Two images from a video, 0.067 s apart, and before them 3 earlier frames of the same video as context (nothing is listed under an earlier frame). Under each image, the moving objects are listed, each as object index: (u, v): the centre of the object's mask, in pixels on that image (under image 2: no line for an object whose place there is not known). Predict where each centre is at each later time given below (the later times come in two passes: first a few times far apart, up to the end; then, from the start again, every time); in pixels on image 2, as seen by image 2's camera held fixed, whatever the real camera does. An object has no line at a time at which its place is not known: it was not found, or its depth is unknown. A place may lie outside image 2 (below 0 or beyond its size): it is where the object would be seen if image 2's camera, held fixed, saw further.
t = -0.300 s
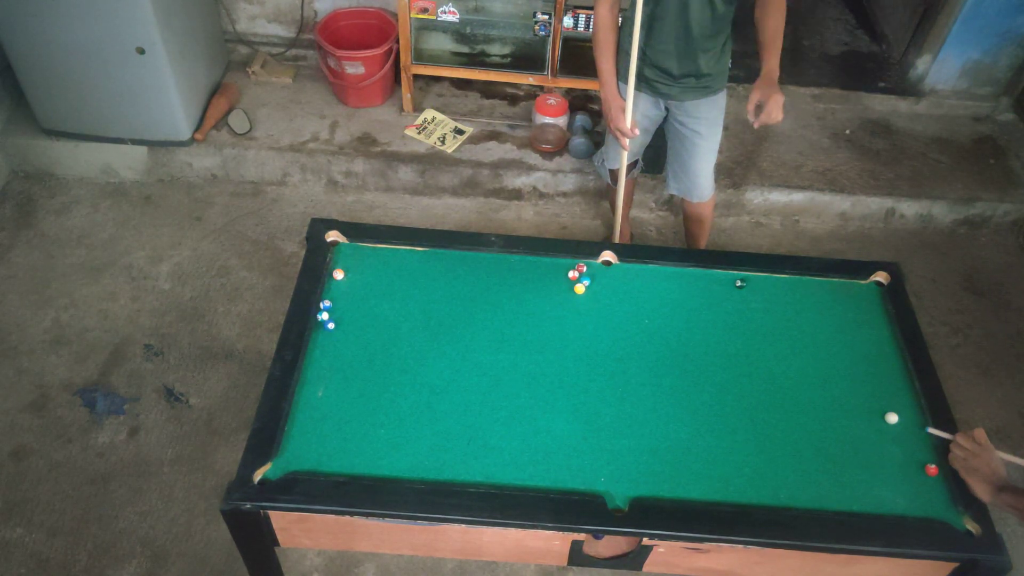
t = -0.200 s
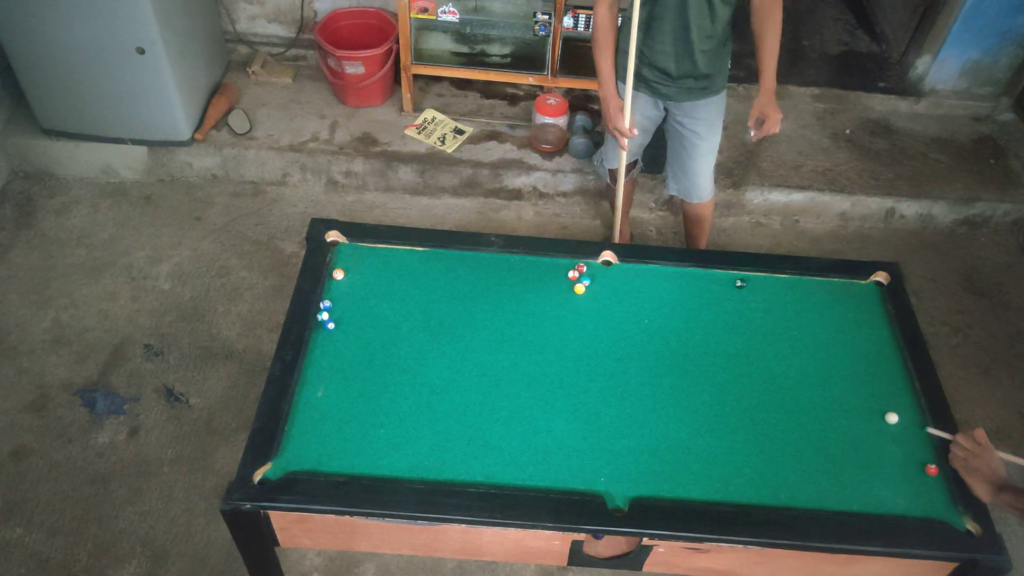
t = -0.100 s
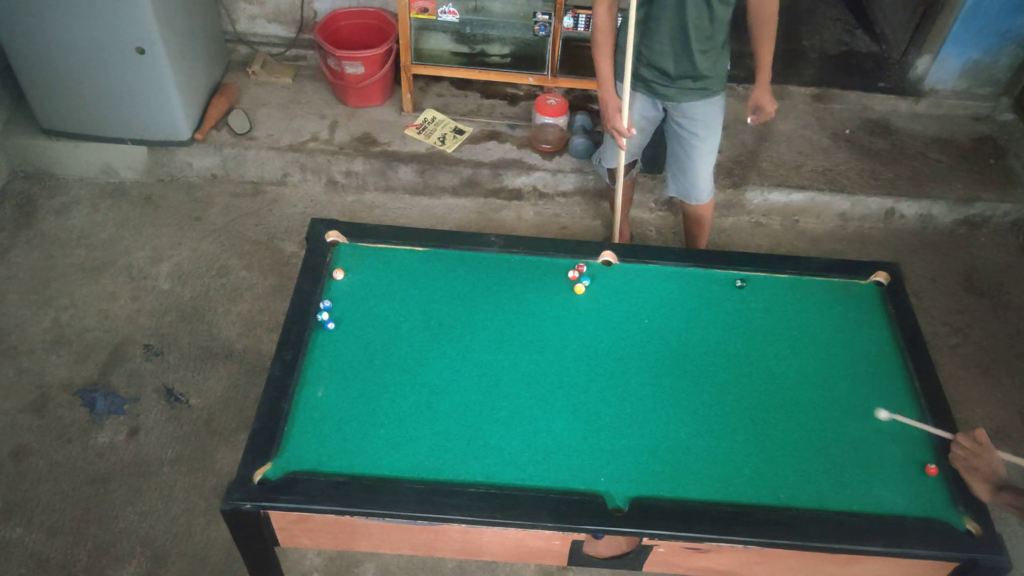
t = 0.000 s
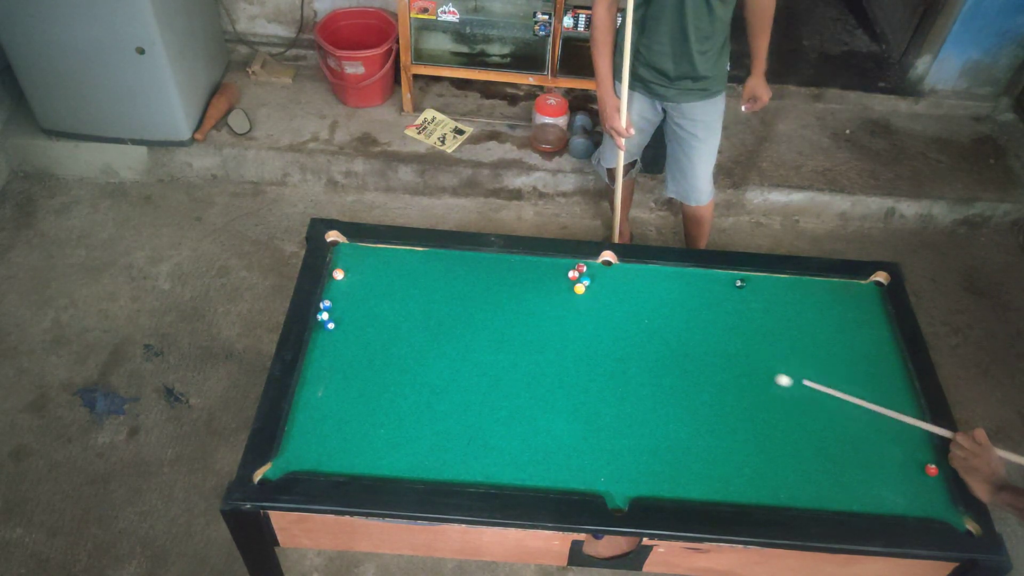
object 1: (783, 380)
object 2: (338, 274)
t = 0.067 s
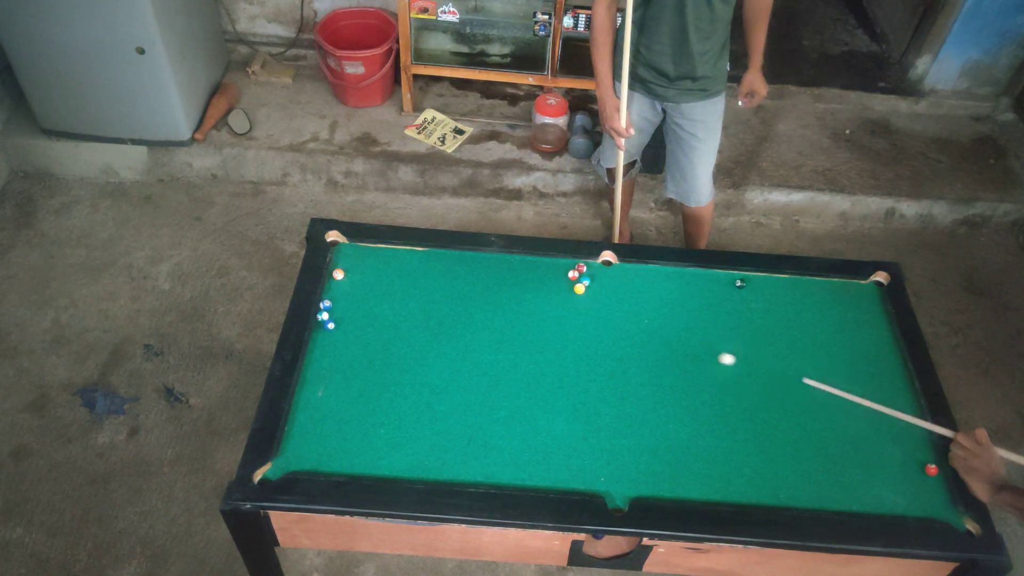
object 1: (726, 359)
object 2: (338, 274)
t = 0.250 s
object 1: (593, 309)
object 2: (338, 274)
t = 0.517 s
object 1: (435, 257)
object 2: (338, 274)
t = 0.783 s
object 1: (338, 263)
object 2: (333, 280)
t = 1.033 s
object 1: (372, 272)
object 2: (341, 296)
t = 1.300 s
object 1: (396, 278)
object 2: (344, 308)
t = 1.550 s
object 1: (405, 282)
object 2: (345, 309)
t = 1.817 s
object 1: (404, 282)
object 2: (345, 310)
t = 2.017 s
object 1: (403, 282)
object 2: (345, 309)
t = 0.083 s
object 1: (713, 354)
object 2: (338, 274)
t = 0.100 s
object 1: (701, 349)
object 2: (338, 274)
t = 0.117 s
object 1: (688, 344)
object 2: (338, 274)
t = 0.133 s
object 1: (676, 340)
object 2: (338, 274)
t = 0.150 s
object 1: (663, 335)
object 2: (338, 274)
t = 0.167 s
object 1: (651, 330)
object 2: (338, 274)
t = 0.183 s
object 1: (640, 326)
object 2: (338, 274)
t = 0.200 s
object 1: (628, 322)
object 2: (338, 274)
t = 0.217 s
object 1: (616, 317)
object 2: (338, 274)
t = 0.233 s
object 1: (605, 313)
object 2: (338, 274)
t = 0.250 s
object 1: (593, 309)
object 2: (338, 274)
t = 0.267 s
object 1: (582, 304)
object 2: (338, 274)
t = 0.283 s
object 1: (571, 300)
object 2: (338, 274)
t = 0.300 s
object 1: (560, 296)
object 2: (338, 274)
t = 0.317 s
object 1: (549, 292)
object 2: (338, 274)
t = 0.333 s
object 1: (539, 288)
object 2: (338, 274)
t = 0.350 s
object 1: (528, 284)
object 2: (338, 274)
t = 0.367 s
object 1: (518, 279)
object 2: (338, 274)
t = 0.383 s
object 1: (507, 276)
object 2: (338, 274)
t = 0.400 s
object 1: (497, 272)
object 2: (338, 274)
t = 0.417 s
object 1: (487, 268)
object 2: (338, 274)
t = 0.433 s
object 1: (477, 264)
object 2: (338, 274)
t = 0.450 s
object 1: (467, 260)
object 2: (338, 274)
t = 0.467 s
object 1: (458, 257)
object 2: (338, 274)
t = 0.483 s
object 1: (449, 254)
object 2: (338, 274)
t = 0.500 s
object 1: (442, 256)
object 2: (338, 274)
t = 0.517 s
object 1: (435, 257)
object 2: (338, 274)
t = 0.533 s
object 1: (428, 258)
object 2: (338, 274)
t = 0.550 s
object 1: (421, 259)
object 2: (338, 274)
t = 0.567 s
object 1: (415, 259)
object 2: (338, 274)
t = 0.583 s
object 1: (408, 260)
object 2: (338, 274)
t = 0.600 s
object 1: (401, 261)
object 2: (338, 274)
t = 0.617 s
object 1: (394, 262)
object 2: (338, 274)
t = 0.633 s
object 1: (386, 263)
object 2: (338, 274)
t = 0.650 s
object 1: (380, 263)
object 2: (338, 274)
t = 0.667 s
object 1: (373, 264)
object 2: (338, 274)
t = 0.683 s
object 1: (366, 265)
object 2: (338, 274)
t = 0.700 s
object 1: (359, 265)
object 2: (338, 274)
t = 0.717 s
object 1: (352, 266)
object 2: (338, 274)
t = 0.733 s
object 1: (346, 267)
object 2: (338, 274)
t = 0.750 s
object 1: (341, 265)
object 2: (335, 276)
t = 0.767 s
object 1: (337, 264)
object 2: (333, 278)
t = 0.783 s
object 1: (338, 263)
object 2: (333, 280)
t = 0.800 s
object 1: (341, 264)
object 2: (333, 281)
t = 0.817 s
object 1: (345, 265)
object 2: (334, 283)
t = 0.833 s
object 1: (347, 265)
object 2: (335, 284)
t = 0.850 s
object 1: (350, 266)
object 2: (335, 285)
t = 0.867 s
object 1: (352, 266)
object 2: (336, 286)
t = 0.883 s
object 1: (354, 267)
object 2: (336, 287)
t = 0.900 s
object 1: (356, 268)
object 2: (337, 288)
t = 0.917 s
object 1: (359, 268)
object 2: (338, 289)
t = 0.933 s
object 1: (361, 269)
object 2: (338, 290)
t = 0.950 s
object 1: (363, 269)
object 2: (339, 291)
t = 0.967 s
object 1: (365, 270)
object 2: (339, 292)
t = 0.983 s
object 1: (367, 270)
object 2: (339, 293)
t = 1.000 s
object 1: (369, 271)
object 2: (340, 294)
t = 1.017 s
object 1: (371, 271)
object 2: (340, 295)
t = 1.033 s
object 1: (372, 272)
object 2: (341, 296)
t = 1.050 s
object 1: (374, 272)
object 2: (341, 297)
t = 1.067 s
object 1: (376, 273)
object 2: (341, 298)
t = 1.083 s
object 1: (378, 273)
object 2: (342, 299)
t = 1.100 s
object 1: (379, 273)
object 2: (342, 299)
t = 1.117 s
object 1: (381, 274)
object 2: (342, 300)
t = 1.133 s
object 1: (383, 274)
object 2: (342, 301)
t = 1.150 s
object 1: (384, 275)
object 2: (343, 302)
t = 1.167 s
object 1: (386, 275)
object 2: (343, 303)
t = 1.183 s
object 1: (387, 276)
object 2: (343, 304)
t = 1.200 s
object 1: (388, 276)
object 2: (343, 304)
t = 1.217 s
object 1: (390, 276)
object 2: (343, 305)
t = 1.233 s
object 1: (391, 277)
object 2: (343, 306)
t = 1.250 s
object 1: (392, 277)
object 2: (344, 306)
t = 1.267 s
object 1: (394, 277)
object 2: (344, 307)
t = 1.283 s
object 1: (395, 278)
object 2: (344, 307)
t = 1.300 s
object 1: (396, 278)
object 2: (344, 308)
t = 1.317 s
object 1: (397, 278)
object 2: (344, 308)
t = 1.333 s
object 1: (397, 279)
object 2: (344, 309)
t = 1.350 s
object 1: (399, 279)
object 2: (344, 309)
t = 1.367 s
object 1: (399, 279)
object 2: (344, 309)
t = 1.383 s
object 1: (400, 280)
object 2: (345, 309)
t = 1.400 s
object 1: (401, 280)
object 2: (345, 309)
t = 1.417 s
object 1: (402, 280)
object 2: (345, 310)
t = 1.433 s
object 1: (402, 280)
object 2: (345, 310)
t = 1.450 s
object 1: (403, 281)
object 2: (345, 310)
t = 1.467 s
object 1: (403, 281)
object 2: (345, 310)
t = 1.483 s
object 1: (404, 281)
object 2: (345, 310)
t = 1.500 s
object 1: (404, 281)
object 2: (345, 310)
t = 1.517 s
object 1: (404, 281)
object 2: (345, 310)
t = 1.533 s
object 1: (405, 282)
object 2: (345, 309)
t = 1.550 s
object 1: (405, 282)
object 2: (345, 309)
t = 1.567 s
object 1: (405, 282)
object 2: (345, 310)
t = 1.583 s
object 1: (405, 282)
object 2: (345, 310)
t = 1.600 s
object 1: (405, 282)
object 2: (345, 310)
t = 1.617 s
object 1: (405, 282)
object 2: (345, 309)
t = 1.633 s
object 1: (405, 282)
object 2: (345, 309)
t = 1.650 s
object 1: (405, 282)
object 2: (346, 309)
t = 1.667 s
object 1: (405, 282)
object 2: (345, 310)
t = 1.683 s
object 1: (405, 282)
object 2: (345, 310)
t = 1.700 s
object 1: (405, 282)
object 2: (345, 310)
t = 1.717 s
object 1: (405, 282)
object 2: (345, 310)
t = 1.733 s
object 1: (405, 282)
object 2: (345, 309)
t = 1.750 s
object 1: (405, 282)
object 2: (345, 309)
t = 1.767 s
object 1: (405, 282)
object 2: (345, 309)
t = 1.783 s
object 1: (405, 282)
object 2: (345, 309)
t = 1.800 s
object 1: (404, 282)
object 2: (345, 309)
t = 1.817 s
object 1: (404, 282)
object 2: (345, 310)
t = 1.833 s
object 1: (404, 282)
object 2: (345, 309)
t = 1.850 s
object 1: (404, 282)
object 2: (345, 309)
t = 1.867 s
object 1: (404, 282)
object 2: (345, 309)
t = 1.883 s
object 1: (404, 282)
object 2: (345, 309)
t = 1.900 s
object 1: (404, 282)
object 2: (345, 309)
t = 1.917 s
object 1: (404, 282)
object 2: (345, 309)
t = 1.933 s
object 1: (404, 282)
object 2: (345, 309)
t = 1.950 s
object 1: (404, 282)
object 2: (345, 309)
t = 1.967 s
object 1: (403, 282)
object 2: (345, 309)
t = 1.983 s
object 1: (403, 282)
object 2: (345, 309)
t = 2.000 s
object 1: (403, 282)
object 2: (345, 309)
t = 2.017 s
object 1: (403, 282)
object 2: (345, 309)
